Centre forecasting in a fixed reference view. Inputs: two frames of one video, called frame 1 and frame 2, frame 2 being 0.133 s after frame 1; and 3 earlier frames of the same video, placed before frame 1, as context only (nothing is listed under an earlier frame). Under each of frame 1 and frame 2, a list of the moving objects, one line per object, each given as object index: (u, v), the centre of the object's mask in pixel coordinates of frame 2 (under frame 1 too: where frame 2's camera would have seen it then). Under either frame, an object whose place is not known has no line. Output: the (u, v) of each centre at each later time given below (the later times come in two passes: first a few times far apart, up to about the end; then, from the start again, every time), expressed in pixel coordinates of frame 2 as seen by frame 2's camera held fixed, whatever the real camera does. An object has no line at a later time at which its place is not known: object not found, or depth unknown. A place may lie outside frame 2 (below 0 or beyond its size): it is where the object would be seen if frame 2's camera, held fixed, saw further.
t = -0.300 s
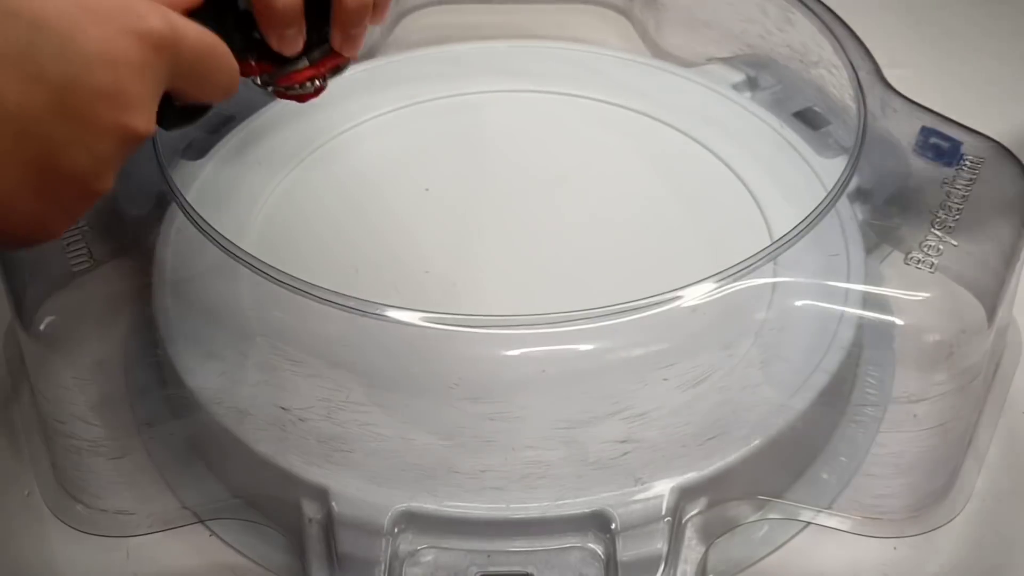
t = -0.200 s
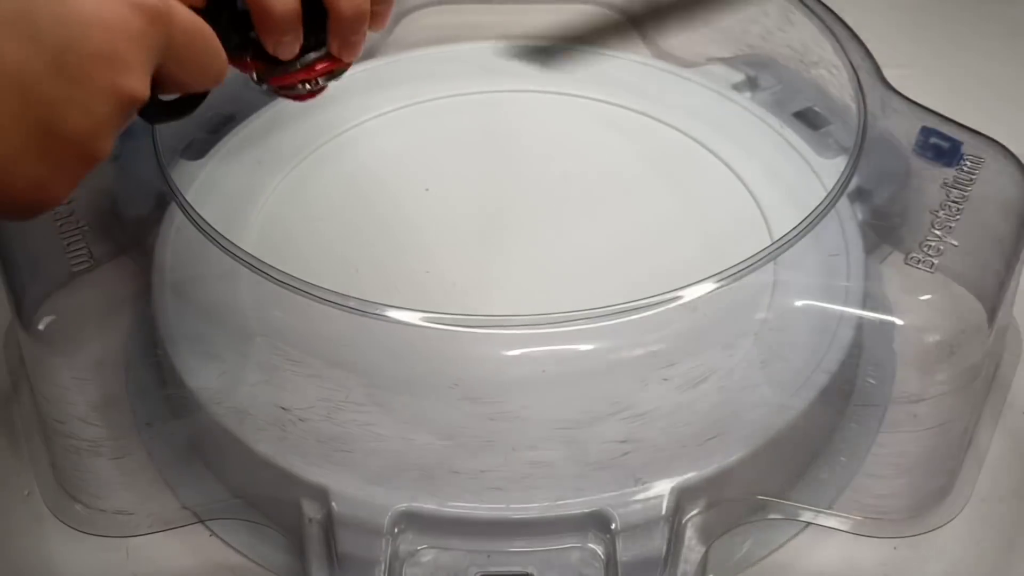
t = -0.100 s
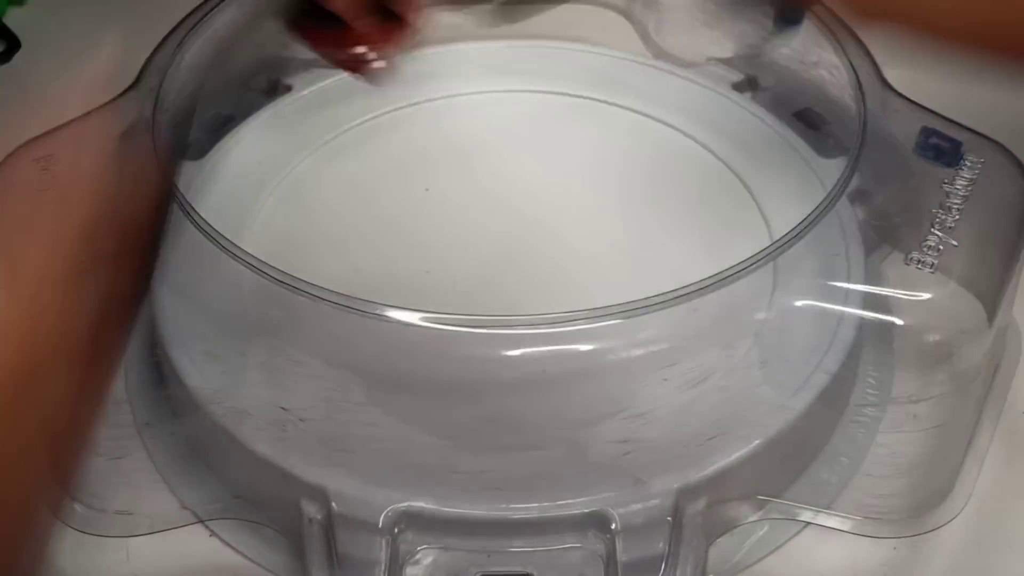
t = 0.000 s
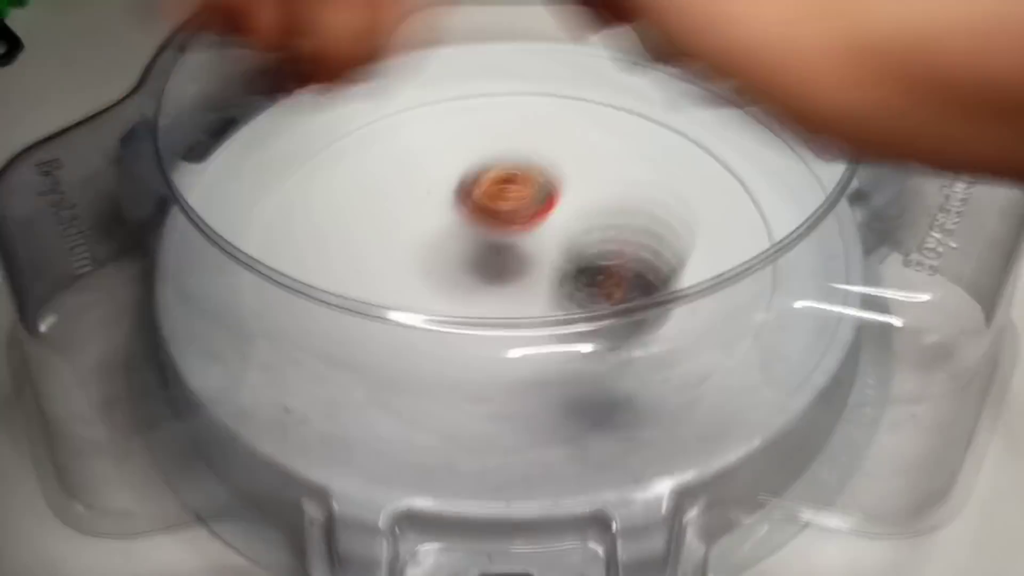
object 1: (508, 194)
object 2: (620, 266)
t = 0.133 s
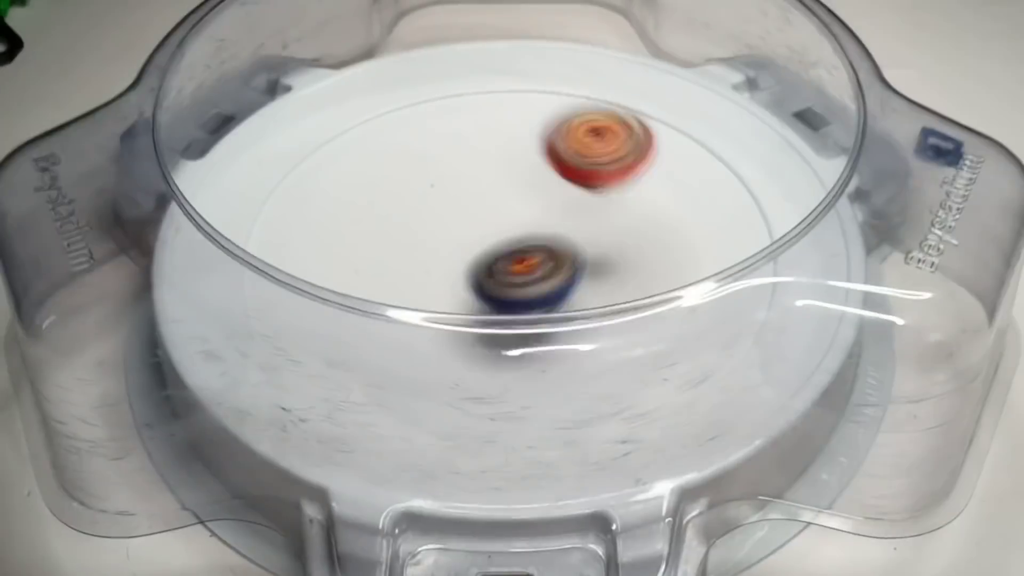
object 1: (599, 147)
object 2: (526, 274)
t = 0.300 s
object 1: (646, 195)
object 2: (419, 206)
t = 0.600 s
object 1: (463, 208)
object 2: (344, 235)
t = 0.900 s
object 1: (632, 294)
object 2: (535, 367)
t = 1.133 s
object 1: (675, 115)
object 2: (499, 242)
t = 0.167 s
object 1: (621, 184)
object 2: (503, 264)
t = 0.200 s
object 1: (637, 212)
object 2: (482, 251)
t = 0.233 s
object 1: (643, 200)
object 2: (459, 234)
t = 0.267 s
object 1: (648, 203)
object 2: (438, 224)
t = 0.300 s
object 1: (646, 195)
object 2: (419, 206)
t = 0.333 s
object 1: (637, 186)
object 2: (402, 205)
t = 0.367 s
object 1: (620, 178)
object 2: (386, 197)
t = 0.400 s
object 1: (600, 171)
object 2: (371, 194)
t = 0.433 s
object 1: (577, 167)
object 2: (358, 191)
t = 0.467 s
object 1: (553, 167)
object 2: (348, 196)
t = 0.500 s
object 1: (528, 171)
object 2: (342, 198)
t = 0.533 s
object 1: (504, 180)
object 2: (338, 210)
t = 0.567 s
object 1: (482, 193)
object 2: (339, 221)
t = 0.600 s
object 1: (463, 208)
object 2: (344, 235)
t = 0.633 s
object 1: (451, 225)
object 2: (355, 253)
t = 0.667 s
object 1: (454, 244)
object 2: (358, 266)
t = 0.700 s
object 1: (464, 261)
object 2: (356, 315)
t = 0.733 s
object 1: (484, 275)
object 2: (366, 330)
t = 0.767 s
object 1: (510, 285)
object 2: (380, 354)
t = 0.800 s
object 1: (541, 290)
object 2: (410, 365)
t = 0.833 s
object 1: (574, 301)
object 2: (446, 371)
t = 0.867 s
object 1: (606, 302)
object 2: (488, 372)
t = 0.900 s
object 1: (632, 294)
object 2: (535, 367)
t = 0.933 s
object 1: (653, 272)
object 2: (568, 359)
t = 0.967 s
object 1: (687, 253)
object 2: (579, 340)
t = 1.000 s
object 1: (722, 219)
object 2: (575, 327)
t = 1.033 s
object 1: (741, 182)
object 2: (564, 288)
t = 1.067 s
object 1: (742, 150)
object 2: (547, 276)
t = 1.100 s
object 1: (709, 132)
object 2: (525, 261)
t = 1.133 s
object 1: (675, 115)
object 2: (499, 242)
